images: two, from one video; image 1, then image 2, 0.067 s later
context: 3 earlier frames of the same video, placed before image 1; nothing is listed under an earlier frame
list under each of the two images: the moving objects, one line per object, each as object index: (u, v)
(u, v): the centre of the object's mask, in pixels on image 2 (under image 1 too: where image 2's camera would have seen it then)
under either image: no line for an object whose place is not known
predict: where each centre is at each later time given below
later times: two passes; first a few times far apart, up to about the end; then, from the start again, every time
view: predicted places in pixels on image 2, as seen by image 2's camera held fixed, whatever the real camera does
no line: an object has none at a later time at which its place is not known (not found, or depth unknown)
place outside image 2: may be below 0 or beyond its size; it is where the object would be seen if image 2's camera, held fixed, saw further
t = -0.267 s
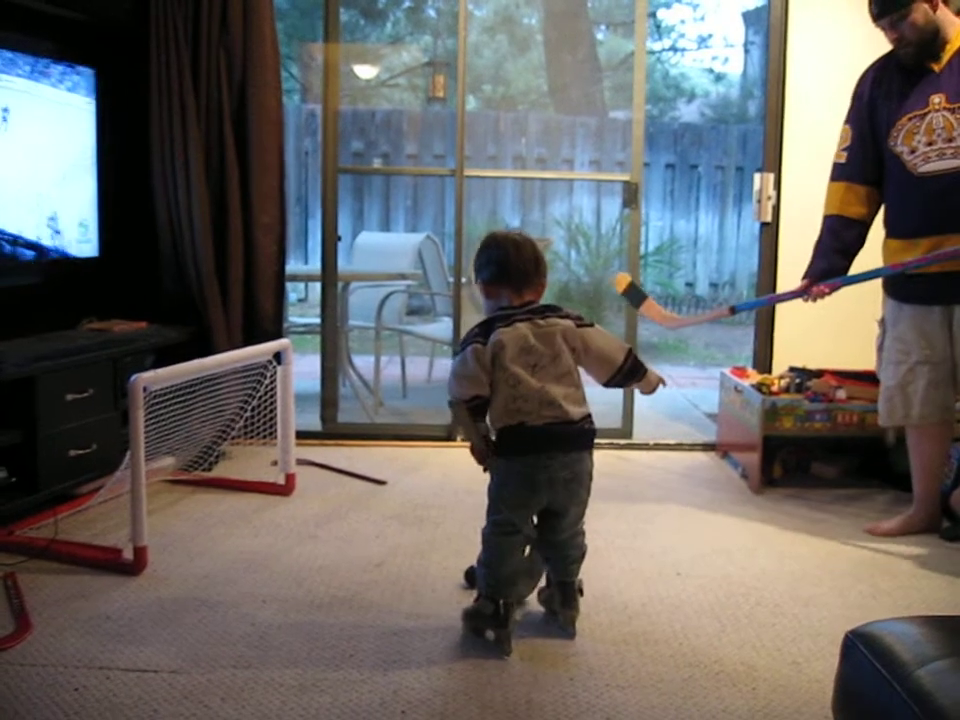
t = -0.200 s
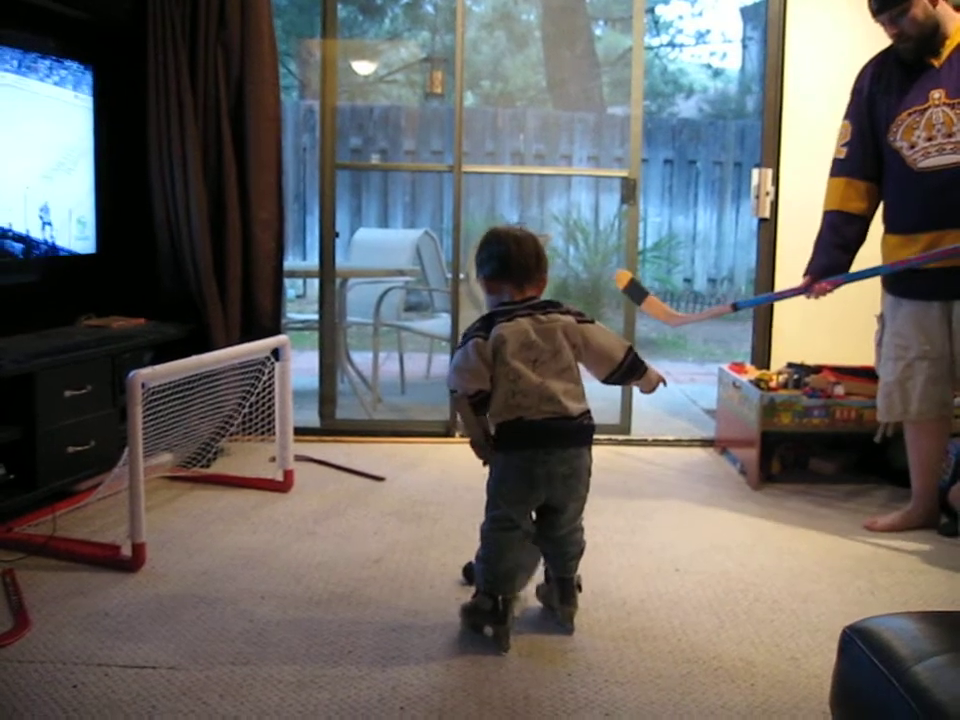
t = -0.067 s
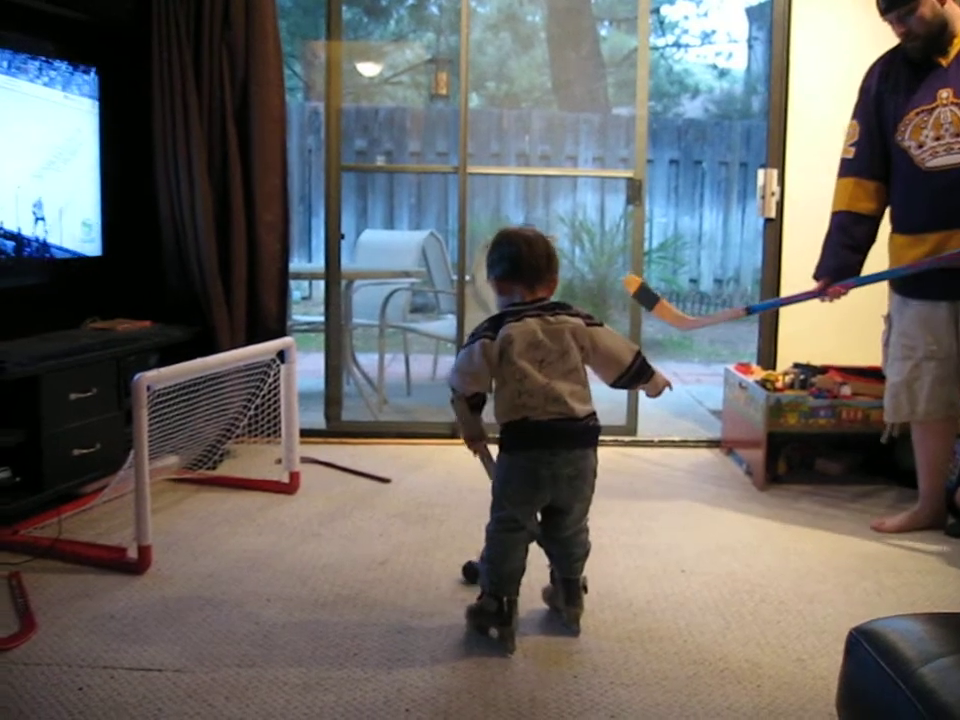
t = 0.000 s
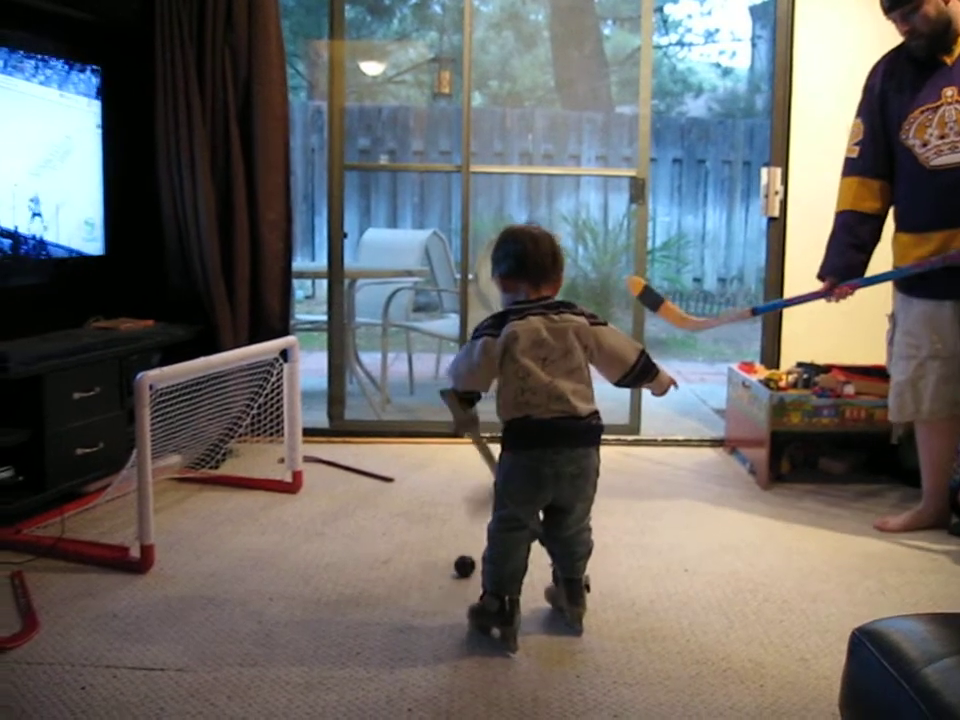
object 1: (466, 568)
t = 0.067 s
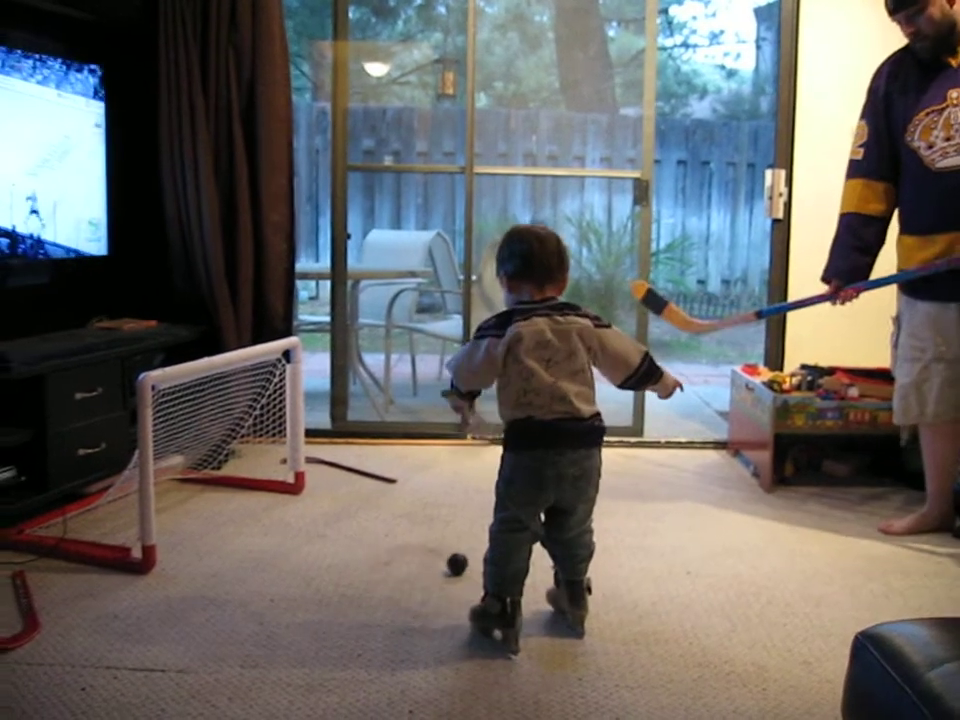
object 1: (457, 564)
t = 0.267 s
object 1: (431, 554)
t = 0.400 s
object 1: (418, 549)
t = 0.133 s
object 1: (448, 561)
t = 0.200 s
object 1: (439, 558)
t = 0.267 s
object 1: (431, 554)
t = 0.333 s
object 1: (424, 552)
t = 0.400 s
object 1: (418, 549)
